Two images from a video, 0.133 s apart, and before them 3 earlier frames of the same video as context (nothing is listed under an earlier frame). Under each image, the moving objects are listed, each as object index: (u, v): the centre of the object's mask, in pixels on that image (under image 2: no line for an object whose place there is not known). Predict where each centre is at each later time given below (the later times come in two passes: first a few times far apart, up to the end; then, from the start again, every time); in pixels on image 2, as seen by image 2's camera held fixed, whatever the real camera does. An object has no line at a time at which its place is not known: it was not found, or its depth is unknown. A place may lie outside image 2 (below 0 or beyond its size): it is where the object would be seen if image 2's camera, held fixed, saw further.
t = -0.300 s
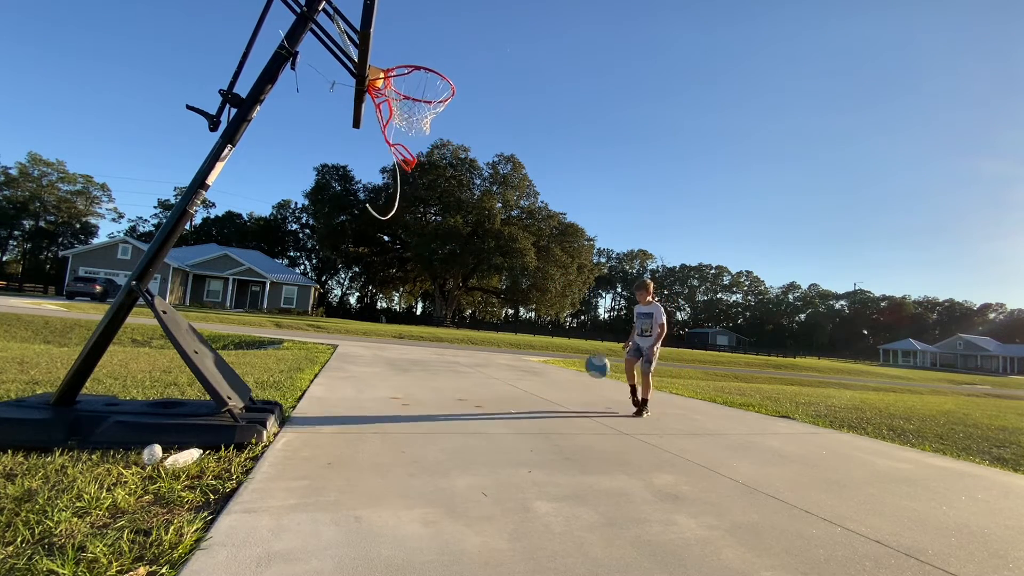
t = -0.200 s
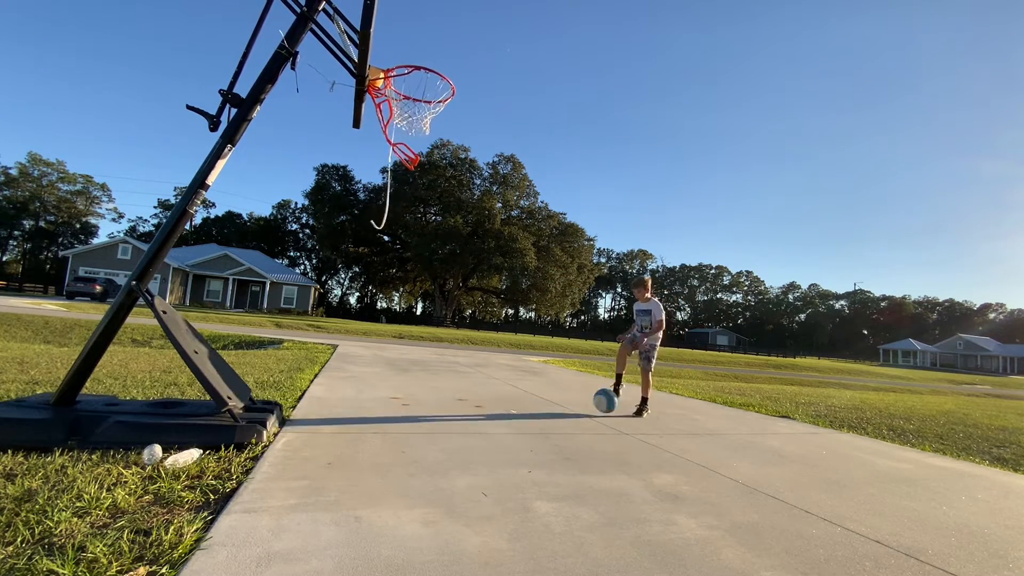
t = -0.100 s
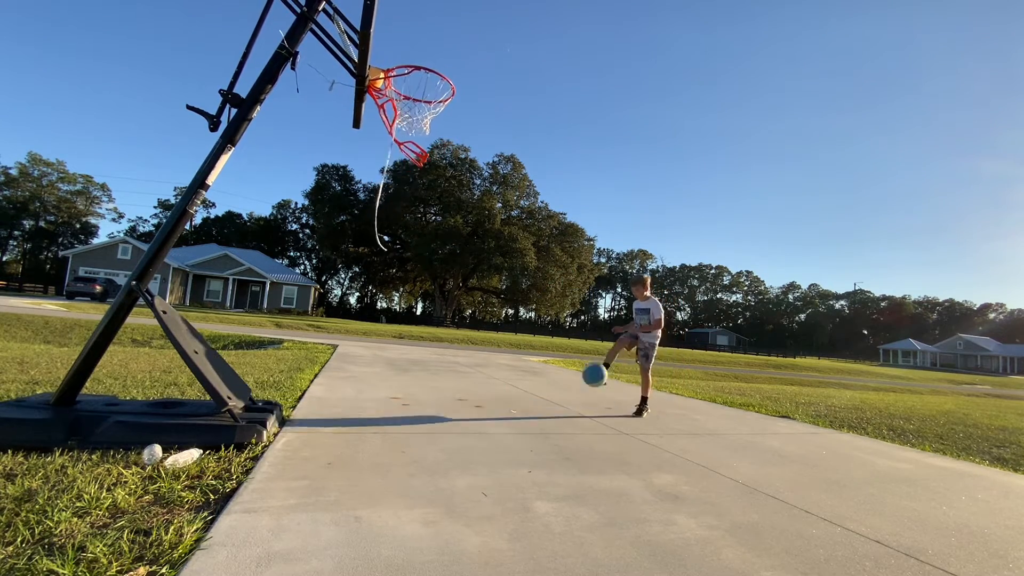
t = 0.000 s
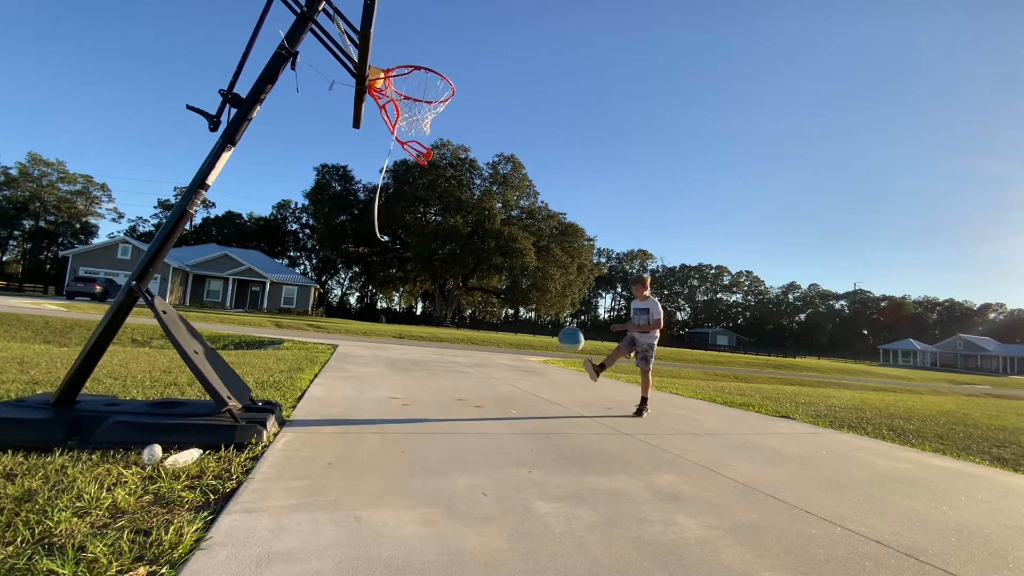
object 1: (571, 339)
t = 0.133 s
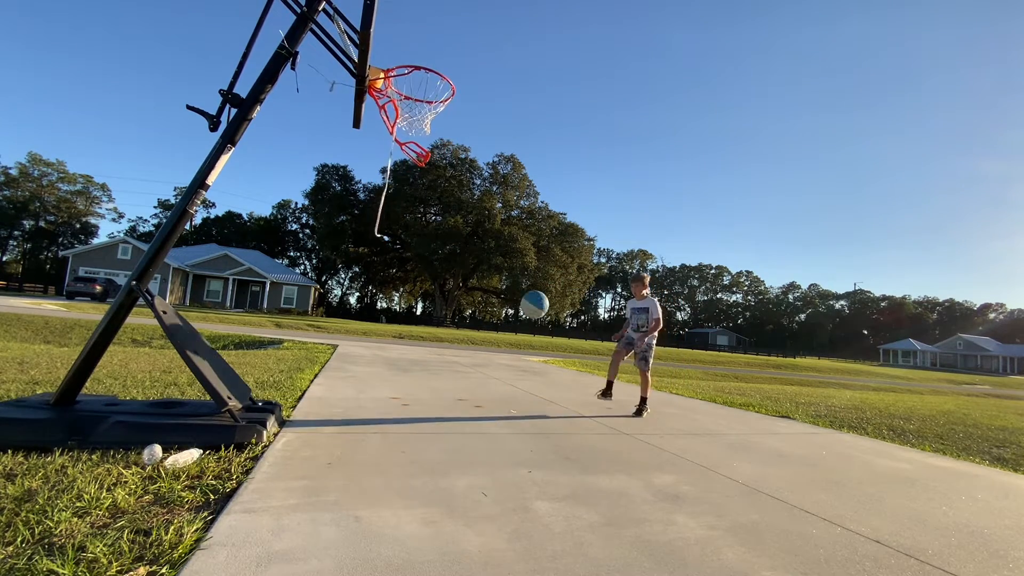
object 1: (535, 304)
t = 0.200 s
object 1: (514, 293)
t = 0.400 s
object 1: (438, 290)
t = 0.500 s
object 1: (389, 310)
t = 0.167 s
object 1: (524, 298)
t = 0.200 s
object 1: (514, 293)
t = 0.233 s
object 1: (503, 289)
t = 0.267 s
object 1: (491, 286)
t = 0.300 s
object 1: (479, 285)
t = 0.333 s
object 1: (466, 285)
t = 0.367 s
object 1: (452, 287)
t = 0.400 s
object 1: (438, 290)
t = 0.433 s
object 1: (422, 295)
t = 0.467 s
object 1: (406, 302)
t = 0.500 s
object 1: (389, 310)
